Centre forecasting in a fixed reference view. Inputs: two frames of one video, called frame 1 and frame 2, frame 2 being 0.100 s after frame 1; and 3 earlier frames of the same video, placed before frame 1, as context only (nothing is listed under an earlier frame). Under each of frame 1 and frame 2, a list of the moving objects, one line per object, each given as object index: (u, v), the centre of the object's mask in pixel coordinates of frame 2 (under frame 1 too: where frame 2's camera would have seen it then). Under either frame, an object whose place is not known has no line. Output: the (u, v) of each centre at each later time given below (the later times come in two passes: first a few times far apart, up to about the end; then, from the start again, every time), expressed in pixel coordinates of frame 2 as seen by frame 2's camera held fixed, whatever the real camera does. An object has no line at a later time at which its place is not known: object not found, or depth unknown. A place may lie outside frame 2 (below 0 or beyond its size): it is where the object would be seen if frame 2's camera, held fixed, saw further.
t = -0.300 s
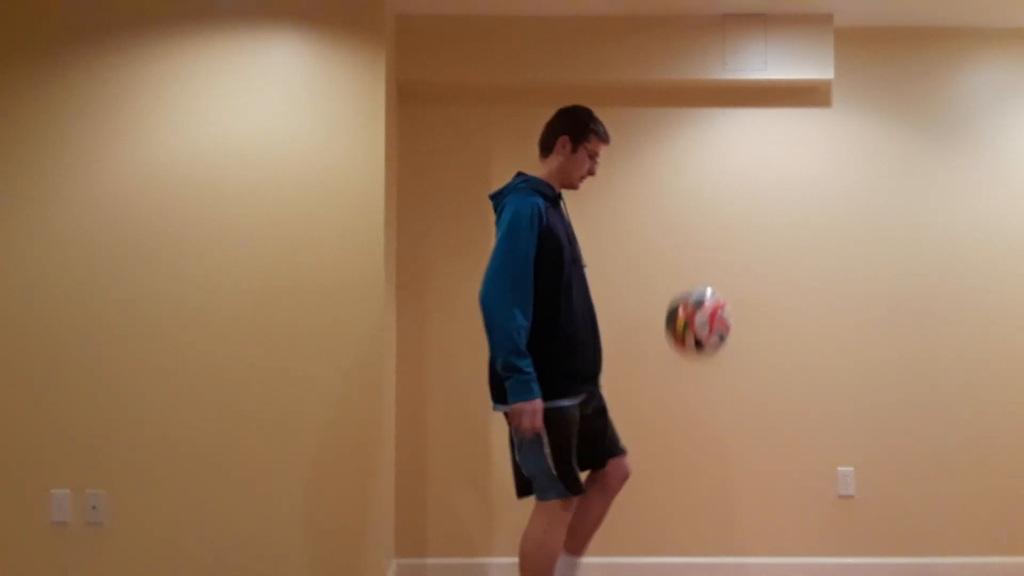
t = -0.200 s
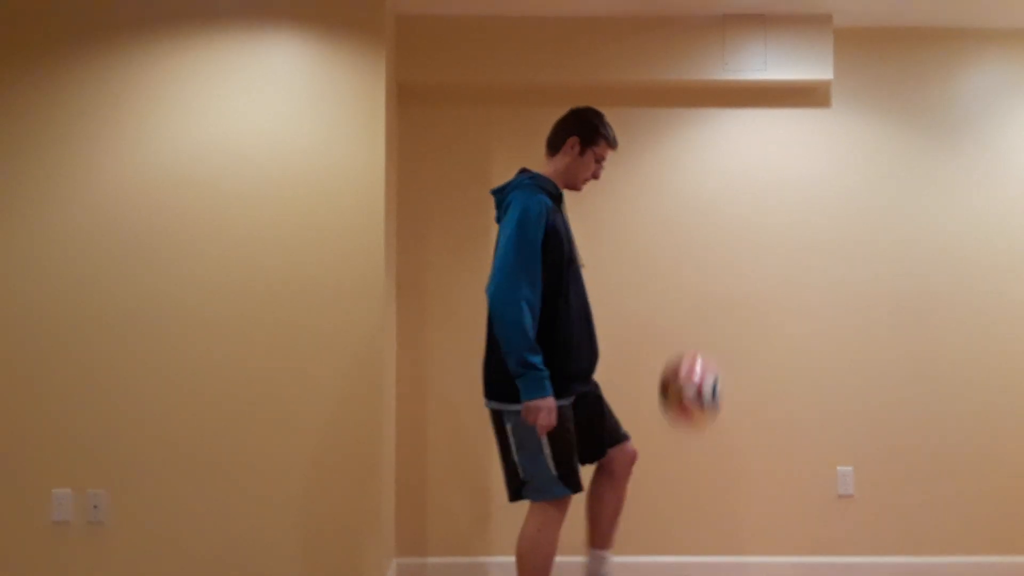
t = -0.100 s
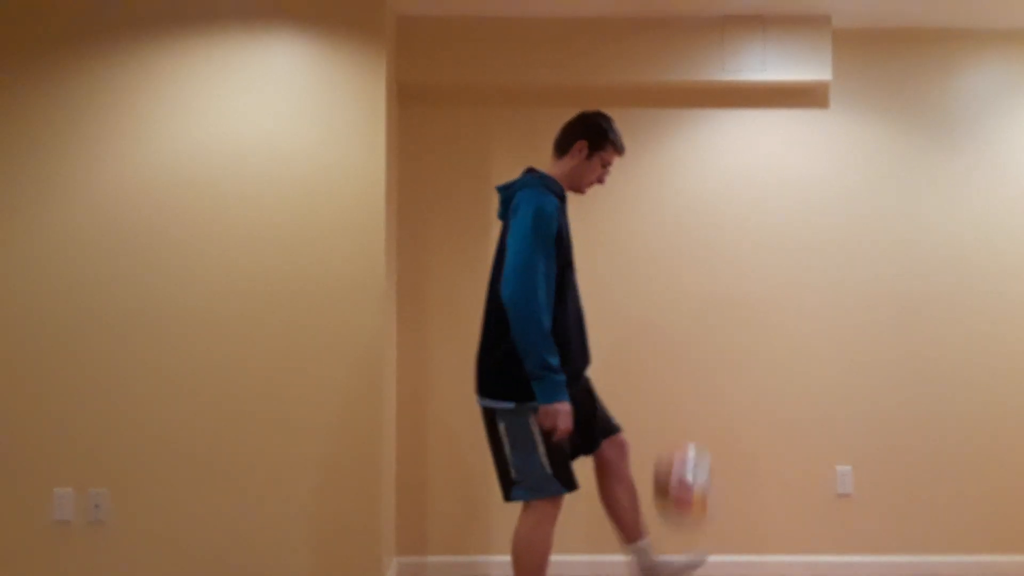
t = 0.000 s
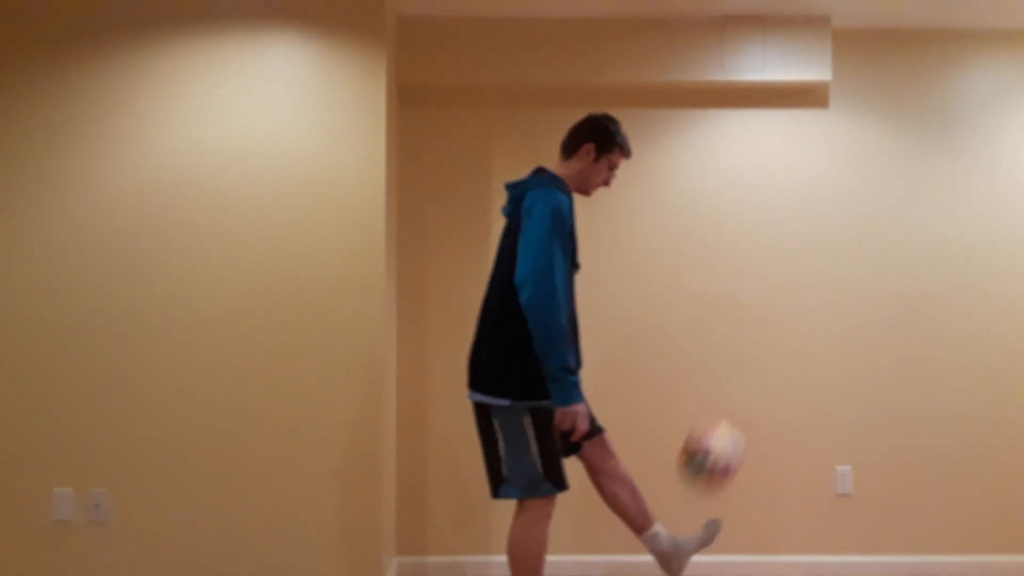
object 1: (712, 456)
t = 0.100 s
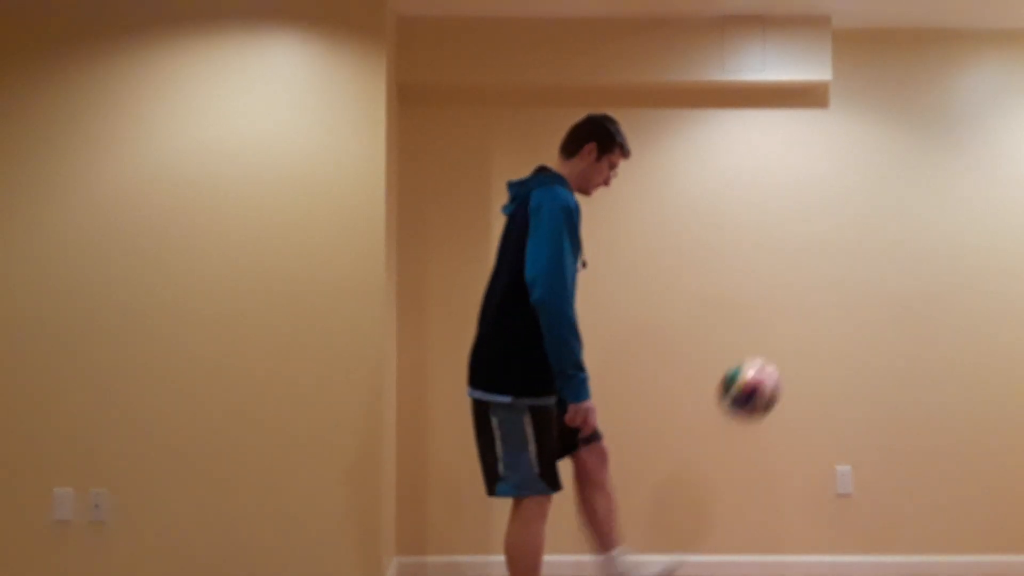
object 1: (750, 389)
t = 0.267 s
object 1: (810, 345)
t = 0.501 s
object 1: (890, 398)
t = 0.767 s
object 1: (967, 539)
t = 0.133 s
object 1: (762, 374)
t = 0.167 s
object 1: (773, 362)
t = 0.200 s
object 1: (786, 354)
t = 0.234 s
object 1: (798, 348)
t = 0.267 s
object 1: (810, 345)
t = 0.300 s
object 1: (821, 343)
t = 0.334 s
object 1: (833, 346)
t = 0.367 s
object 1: (845, 350)
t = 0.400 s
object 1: (856, 359)
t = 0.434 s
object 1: (867, 368)
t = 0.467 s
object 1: (880, 382)
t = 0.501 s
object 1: (890, 398)
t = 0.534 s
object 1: (902, 415)
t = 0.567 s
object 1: (913, 436)
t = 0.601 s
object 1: (924, 460)
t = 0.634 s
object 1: (935, 486)
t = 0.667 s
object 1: (945, 515)
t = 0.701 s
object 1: (954, 547)
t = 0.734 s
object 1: (962, 551)
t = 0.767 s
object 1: (967, 539)
